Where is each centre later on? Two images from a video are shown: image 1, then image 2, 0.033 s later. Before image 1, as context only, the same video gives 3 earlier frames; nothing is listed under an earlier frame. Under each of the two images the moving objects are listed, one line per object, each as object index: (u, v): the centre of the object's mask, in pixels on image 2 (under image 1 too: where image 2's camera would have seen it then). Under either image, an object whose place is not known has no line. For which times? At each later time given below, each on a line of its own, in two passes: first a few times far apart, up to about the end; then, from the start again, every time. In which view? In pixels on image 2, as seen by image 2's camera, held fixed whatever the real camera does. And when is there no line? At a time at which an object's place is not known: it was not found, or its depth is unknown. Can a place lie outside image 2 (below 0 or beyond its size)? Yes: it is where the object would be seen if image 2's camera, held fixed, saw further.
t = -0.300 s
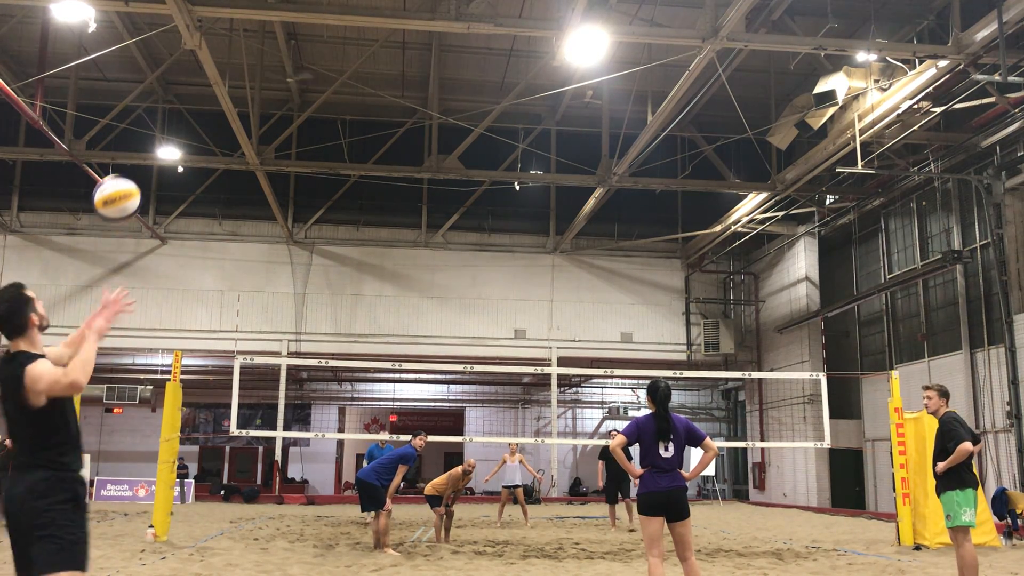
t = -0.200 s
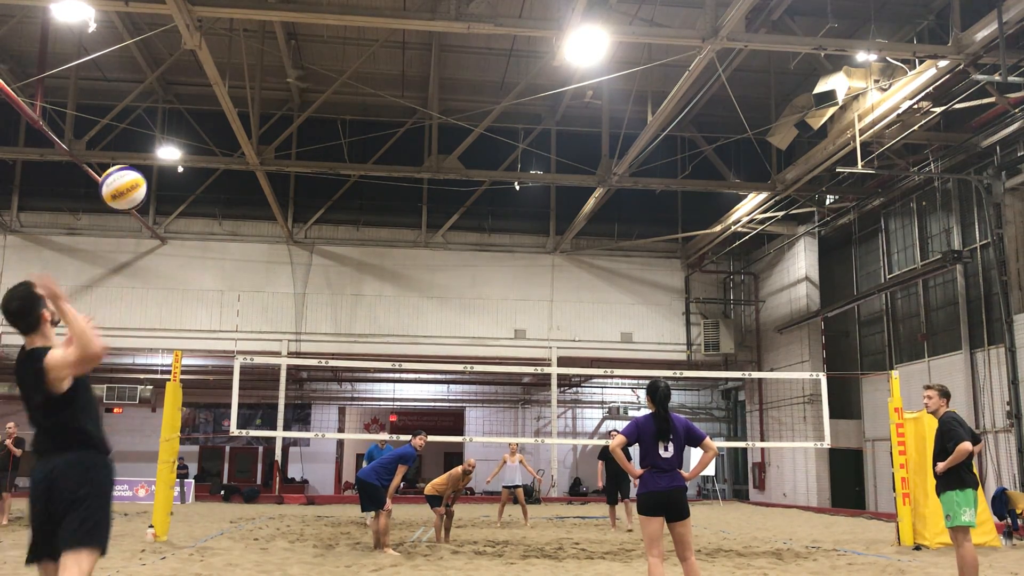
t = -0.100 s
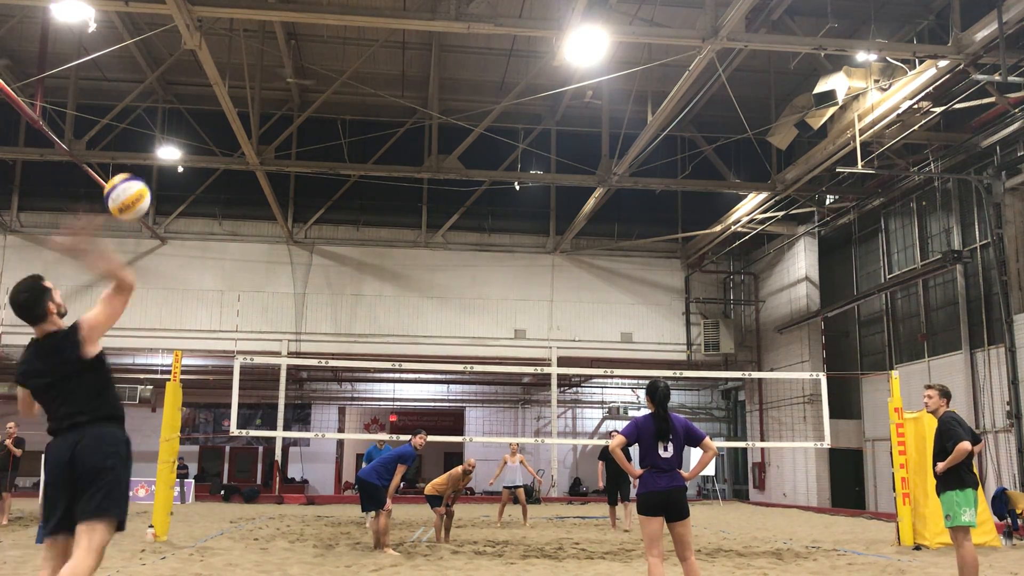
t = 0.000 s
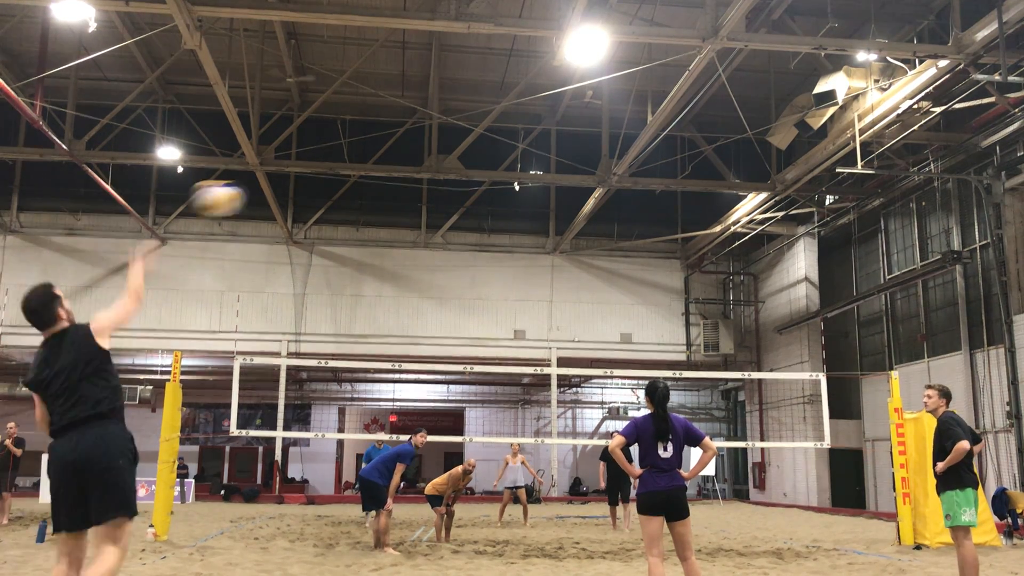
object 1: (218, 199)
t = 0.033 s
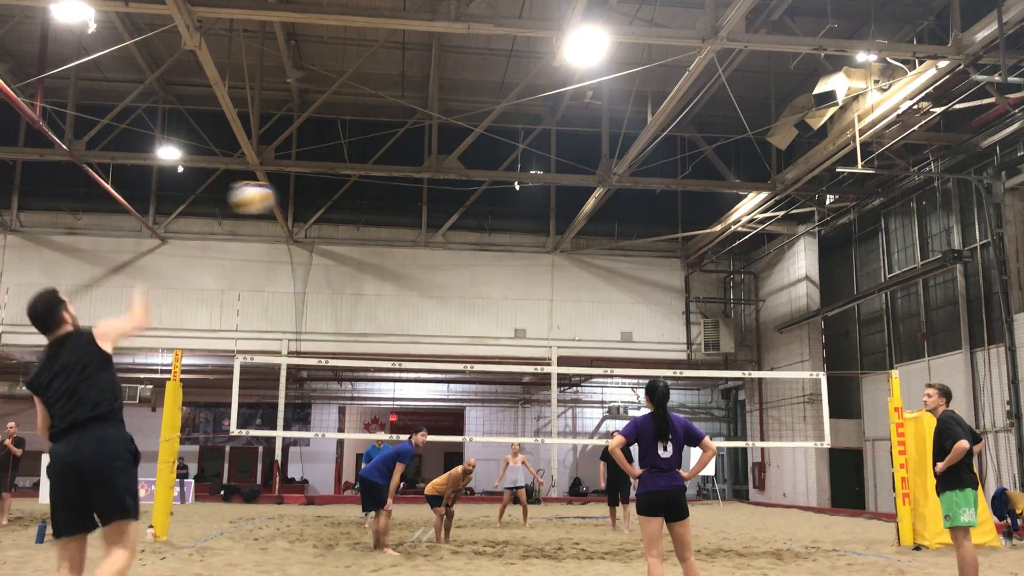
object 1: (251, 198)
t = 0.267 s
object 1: (384, 230)
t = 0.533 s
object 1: (435, 288)
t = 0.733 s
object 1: (456, 335)
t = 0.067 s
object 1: (281, 200)
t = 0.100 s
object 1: (306, 203)
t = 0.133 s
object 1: (328, 207)
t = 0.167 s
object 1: (345, 212)
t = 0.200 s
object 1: (360, 217)
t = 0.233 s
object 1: (373, 224)
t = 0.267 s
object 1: (384, 230)
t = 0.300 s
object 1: (393, 236)
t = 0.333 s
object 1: (401, 243)
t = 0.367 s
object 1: (408, 251)
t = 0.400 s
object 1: (414, 257)
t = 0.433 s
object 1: (420, 266)
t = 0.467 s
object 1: (425, 273)
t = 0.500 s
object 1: (430, 281)
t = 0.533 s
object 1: (435, 288)
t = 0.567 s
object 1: (438, 296)
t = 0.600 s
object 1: (442, 303)
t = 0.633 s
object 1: (445, 311)
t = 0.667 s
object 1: (449, 319)
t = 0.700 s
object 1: (453, 327)
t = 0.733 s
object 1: (456, 335)
